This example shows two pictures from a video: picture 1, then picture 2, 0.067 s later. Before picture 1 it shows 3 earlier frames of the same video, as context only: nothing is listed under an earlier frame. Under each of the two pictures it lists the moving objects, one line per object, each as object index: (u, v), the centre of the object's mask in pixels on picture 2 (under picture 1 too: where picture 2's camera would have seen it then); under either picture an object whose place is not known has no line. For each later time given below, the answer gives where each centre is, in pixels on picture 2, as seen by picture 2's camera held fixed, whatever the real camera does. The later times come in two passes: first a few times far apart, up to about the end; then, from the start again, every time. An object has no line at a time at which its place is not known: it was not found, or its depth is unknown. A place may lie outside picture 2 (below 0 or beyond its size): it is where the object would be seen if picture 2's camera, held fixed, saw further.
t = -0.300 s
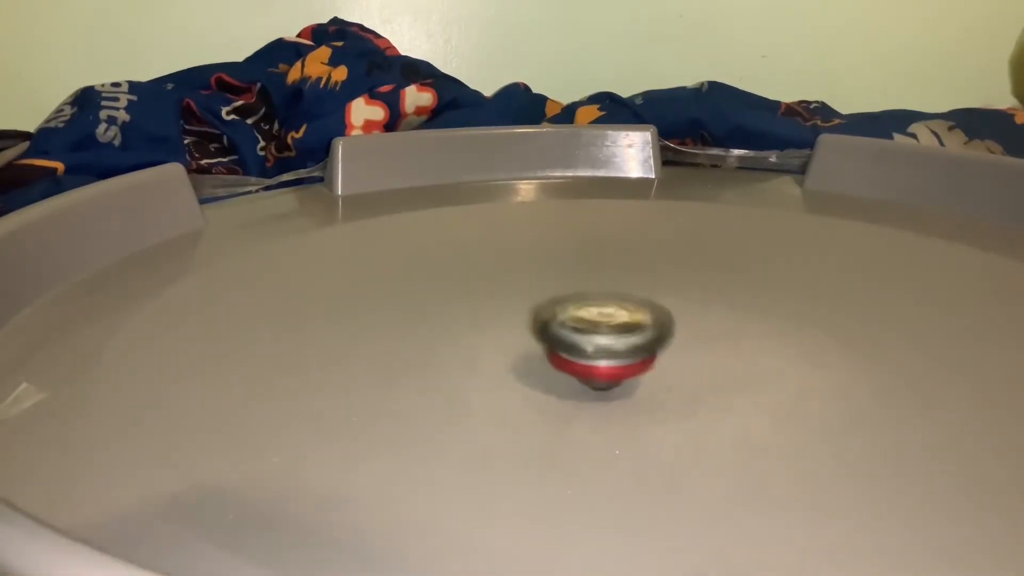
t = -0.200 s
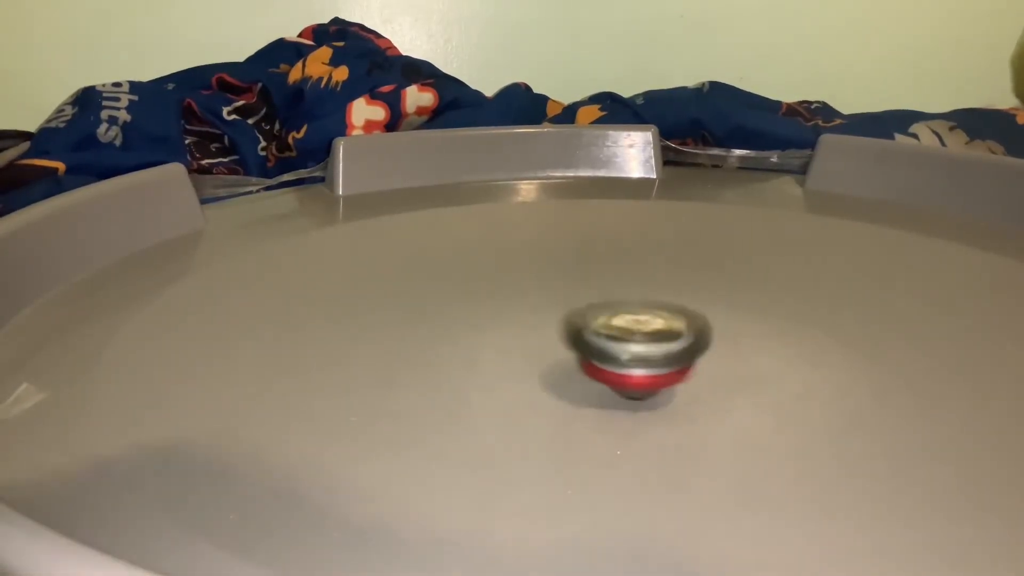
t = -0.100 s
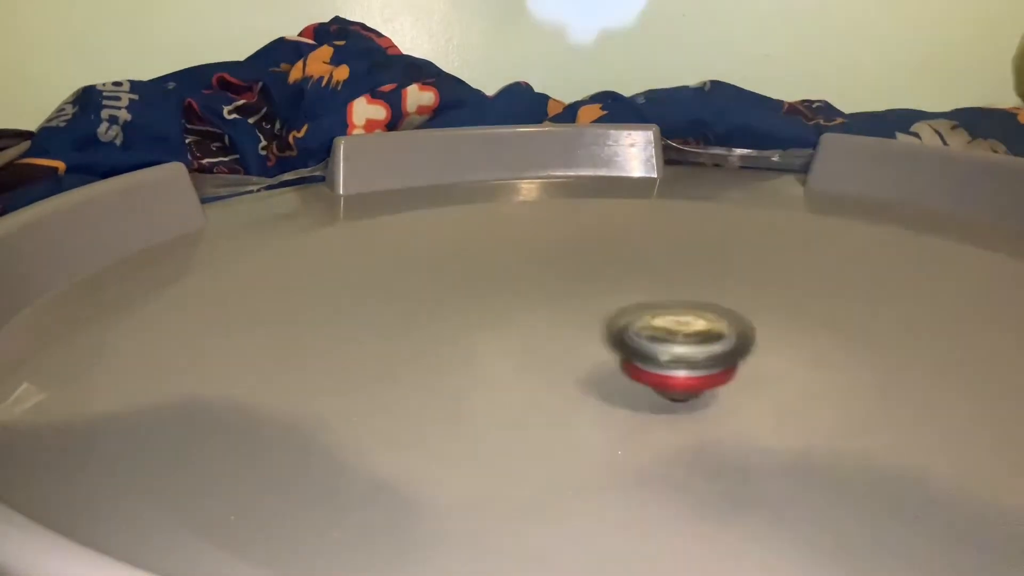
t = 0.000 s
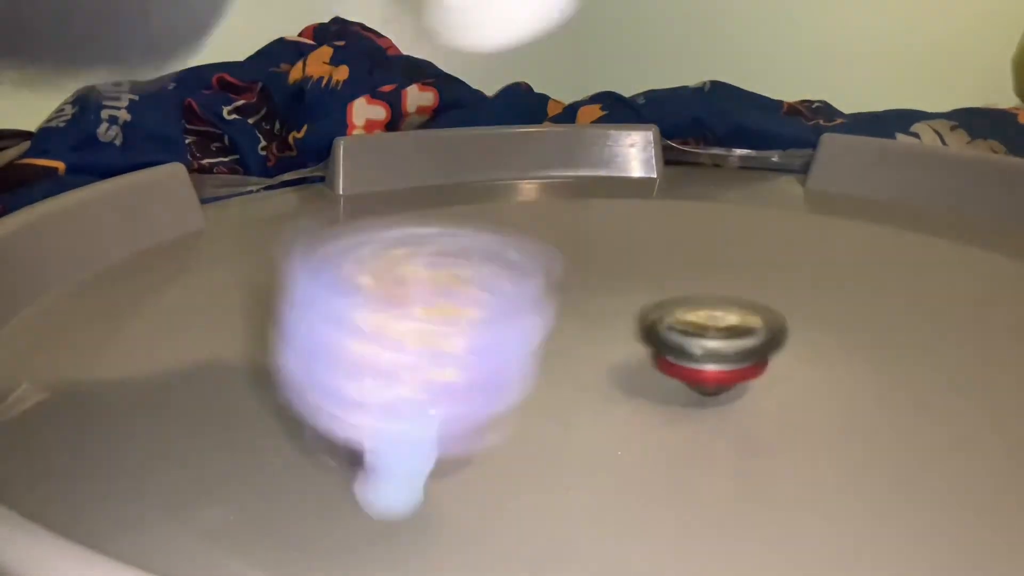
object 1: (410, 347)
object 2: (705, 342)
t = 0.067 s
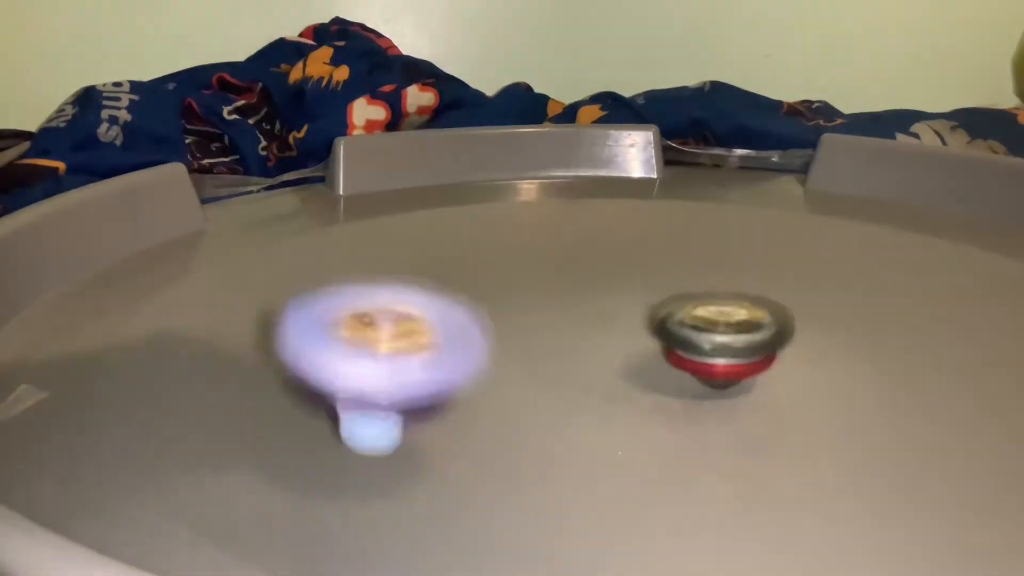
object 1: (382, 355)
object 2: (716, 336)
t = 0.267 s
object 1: (392, 280)
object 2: (678, 311)
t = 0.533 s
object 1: (498, 247)
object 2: (582, 312)
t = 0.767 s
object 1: (670, 287)
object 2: (602, 344)
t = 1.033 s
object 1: (887, 355)
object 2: (655, 380)
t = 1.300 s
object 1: (841, 444)
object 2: (675, 391)
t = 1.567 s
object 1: (478, 401)
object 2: (700, 379)
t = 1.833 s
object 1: (473, 300)
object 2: (677, 344)
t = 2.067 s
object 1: (623, 249)
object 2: (613, 311)
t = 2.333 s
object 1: (839, 250)
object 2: (526, 309)
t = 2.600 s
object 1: (981, 315)
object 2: (513, 324)
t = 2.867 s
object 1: (815, 397)
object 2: (612, 339)
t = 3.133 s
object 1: (471, 359)
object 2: (697, 312)
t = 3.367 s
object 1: (374, 287)
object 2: (660, 286)
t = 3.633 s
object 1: (464, 235)
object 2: (592, 297)
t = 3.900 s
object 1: (652, 241)
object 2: (635, 342)
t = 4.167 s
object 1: (819, 278)
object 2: (802, 353)
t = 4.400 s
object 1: (933, 282)
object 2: (893, 393)
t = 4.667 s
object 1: (934, 297)
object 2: (877, 405)
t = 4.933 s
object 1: (891, 213)
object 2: (866, 521)
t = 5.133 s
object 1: (867, 182)
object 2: (904, 515)
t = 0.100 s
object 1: (379, 325)
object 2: (717, 333)
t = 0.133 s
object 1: (375, 331)
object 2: (714, 328)
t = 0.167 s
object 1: (379, 331)
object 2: (708, 324)
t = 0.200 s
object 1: (381, 309)
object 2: (700, 319)
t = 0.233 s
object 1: (386, 295)
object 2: (690, 315)
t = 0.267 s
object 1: (392, 280)
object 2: (678, 311)
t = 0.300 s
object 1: (397, 268)
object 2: (665, 309)
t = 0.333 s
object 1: (405, 258)
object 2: (651, 307)
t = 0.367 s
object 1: (415, 250)
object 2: (637, 305)
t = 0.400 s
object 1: (426, 247)
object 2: (623, 305)
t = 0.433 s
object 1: (441, 244)
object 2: (609, 306)
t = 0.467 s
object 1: (458, 243)
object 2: (598, 307)
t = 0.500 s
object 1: (477, 245)
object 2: (588, 310)
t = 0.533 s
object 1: (498, 247)
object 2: (582, 312)
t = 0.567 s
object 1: (519, 250)
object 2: (580, 316)
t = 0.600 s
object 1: (540, 252)
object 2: (578, 322)
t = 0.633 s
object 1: (562, 254)
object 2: (576, 329)
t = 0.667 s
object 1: (585, 260)
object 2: (574, 331)
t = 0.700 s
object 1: (611, 267)
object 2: (580, 337)
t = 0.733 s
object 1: (640, 275)
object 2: (589, 341)
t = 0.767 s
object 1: (670, 287)
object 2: (602, 344)
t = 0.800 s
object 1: (700, 300)
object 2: (615, 348)
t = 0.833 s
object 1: (736, 306)
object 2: (621, 354)
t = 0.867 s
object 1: (768, 311)
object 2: (628, 360)
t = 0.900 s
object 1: (797, 318)
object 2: (633, 365)
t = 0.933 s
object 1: (822, 326)
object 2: (640, 369)
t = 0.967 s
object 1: (846, 335)
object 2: (645, 373)
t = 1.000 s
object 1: (868, 345)
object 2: (650, 377)
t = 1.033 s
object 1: (887, 355)
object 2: (655, 380)
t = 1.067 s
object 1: (904, 366)
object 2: (658, 382)
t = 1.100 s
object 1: (914, 377)
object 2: (662, 385)
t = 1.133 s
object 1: (920, 389)
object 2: (666, 387)
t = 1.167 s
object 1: (920, 402)
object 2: (670, 389)
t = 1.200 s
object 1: (913, 412)
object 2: (673, 390)
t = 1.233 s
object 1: (897, 425)
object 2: (676, 391)
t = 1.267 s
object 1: (874, 436)
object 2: (680, 393)
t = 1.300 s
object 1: (841, 444)
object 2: (675, 391)
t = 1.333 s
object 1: (801, 451)
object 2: (671, 381)
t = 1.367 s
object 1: (752, 455)
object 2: (676, 368)
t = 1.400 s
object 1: (698, 454)
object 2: (686, 362)
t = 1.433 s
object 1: (646, 450)
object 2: (712, 367)
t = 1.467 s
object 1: (592, 442)
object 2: (715, 379)
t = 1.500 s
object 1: (549, 430)
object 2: (703, 384)
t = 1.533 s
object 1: (508, 416)
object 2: (700, 382)
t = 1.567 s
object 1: (478, 401)
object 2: (700, 379)
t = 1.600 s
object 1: (454, 387)
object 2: (699, 375)
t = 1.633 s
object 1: (439, 373)
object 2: (696, 372)
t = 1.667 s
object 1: (433, 357)
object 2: (694, 368)
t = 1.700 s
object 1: (432, 344)
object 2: (693, 362)
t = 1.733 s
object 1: (436, 331)
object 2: (688, 359)
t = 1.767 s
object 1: (445, 320)
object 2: (685, 355)
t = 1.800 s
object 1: (458, 310)
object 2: (682, 349)
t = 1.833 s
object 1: (473, 300)
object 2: (677, 344)
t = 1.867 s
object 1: (489, 291)
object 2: (673, 338)
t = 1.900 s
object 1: (508, 283)
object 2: (665, 334)
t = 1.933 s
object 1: (528, 276)
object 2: (657, 329)
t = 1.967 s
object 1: (550, 270)
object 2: (649, 322)
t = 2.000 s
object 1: (572, 264)
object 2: (642, 319)
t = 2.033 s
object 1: (597, 252)
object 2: (628, 315)
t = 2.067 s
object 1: (623, 249)
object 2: (613, 311)
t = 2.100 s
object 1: (649, 250)
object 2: (598, 309)
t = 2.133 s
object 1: (676, 249)
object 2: (589, 305)
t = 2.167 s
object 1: (701, 247)
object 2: (577, 304)
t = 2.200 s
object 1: (727, 246)
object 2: (566, 304)
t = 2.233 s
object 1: (755, 245)
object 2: (555, 305)
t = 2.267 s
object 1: (783, 246)
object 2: (545, 306)
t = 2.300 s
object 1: (810, 247)
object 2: (535, 308)
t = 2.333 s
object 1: (839, 250)
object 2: (526, 309)
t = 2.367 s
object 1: (867, 253)
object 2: (520, 309)
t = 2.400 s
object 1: (893, 258)
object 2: (515, 311)
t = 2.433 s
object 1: (918, 264)
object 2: (510, 313)
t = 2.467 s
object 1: (942, 272)
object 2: (508, 315)
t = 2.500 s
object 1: (960, 281)
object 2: (506, 317)
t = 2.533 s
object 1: (971, 292)
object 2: (507, 319)
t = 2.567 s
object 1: (978, 303)
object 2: (509, 321)
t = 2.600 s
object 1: (981, 315)
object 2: (513, 324)
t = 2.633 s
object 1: (981, 328)
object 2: (518, 326)
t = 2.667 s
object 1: (977, 341)
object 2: (525, 329)
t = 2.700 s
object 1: (968, 353)
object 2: (535, 331)
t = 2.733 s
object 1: (955, 365)
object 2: (547, 333)
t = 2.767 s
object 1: (934, 376)
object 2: (562, 335)
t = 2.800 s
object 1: (901, 385)
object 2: (577, 337)
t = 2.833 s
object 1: (861, 392)
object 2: (595, 338)
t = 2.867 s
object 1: (815, 397)
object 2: (612, 339)
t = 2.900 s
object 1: (766, 400)
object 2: (626, 337)
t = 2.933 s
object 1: (717, 401)
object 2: (638, 325)
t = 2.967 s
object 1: (668, 399)
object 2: (660, 316)
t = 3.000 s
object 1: (621, 394)
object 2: (677, 318)
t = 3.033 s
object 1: (577, 387)
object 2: (687, 325)
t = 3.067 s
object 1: (538, 379)
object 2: (691, 322)
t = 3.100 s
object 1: (502, 370)
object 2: (697, 316)
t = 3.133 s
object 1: (471, 359)
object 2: (697, 312)
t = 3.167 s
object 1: (443, 350)
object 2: (697, 307)
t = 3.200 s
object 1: (420, 339)
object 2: (693, 304)
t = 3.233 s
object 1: (402, 328)
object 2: (690, 300)
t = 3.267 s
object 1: (389, 318)
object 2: (685, 295)
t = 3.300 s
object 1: (380, 307)
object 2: (677, 291)
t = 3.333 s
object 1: (375, 297)
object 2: (670, 288)
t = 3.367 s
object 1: (374, 287)
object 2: (660, 286)
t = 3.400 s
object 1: (376, 278)
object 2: (651, 285)
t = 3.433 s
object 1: (381, 269)
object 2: (642, 284)
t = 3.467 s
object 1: (389, 262)
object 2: (633, 283)
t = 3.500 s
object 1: (400, 254)
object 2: (624, 284)
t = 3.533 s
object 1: (413, 248)
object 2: (614, 286)
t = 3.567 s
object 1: (428, 244)
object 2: (606, 289)
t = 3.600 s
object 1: (446, 239)
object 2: (598, 292)
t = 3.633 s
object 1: (464, 235)
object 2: (592, 297)
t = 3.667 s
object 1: (485, 233)
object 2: (588, 302)
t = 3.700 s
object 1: (507, 231)
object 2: (585, 308)
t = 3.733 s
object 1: (530, 231)
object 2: (586, 316)
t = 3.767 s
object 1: (553, 230)
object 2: (591, 322)
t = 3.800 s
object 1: (578, 232)
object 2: (597, 327)
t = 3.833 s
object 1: (603, 234)
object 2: (607, 333)
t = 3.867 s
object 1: (627, 237)
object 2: (619, 338)
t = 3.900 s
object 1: (652, 241)
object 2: (635, 342)
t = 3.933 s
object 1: (676, 246)
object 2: (657, 348)
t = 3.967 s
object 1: (700, 251)
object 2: (686, 351)
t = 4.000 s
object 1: (722, 257)
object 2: (713, 353)
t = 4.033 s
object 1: (743, 263)
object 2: (738, 353)
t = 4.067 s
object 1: (764, 268)
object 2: (762, 352)
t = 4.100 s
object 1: (785, 274)
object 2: (781, 350)
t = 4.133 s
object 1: (802, 277)
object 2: (797, 350)
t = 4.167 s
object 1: (819, 278)
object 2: (802, 353)
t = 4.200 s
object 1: (834, 279)
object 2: (816, 364)
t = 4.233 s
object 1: (851, 278)
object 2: (826, 371)
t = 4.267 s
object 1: (867, 279)
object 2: (839, 377)
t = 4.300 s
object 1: (884, 278)
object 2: (853, 383)
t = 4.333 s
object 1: (903, 279)
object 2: (867, 388)
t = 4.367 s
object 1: (919, 280)
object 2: (880, 391)
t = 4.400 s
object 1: (933, 282)
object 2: (893, 393)
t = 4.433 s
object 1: (945, 285)
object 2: (905, 394)
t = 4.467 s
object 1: (953, 289)
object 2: (912, 394)
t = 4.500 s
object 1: (958, 293)
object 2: (913, 394)
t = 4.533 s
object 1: (959, 298)
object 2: (912, 392)
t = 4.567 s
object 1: (957, 301)
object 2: (911, 390)
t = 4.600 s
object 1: (954, 303)
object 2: (905, 386)
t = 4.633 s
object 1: (944, 303)
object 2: (893, 386)
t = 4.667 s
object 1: (934, 297)
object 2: (877, 405)
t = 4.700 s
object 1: (924, 284)
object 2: (859, 422)
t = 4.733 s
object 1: (914, 270)
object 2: (845, 440)
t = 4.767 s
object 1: (907, 257)
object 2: (836, 459)
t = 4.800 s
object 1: (902, 247)
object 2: (832, 476)
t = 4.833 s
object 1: (899, 238)
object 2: (833, 493)
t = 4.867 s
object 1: (895, 229)
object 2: (841, 508)
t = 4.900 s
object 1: (893, 221)
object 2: (853, 516)
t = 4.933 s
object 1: (891, 213)
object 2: (866, 521)
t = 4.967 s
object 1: (887, 206)
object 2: (885, 518)
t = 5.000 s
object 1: (884, 200)
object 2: (896, 521)
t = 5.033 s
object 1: (880, 195)
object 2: (904, 521)
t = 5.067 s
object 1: (875, 190)
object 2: (909, 521)
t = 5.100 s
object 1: (871, 185)
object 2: (909, 518)
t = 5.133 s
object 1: (867, 182)
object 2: (904, 515)
